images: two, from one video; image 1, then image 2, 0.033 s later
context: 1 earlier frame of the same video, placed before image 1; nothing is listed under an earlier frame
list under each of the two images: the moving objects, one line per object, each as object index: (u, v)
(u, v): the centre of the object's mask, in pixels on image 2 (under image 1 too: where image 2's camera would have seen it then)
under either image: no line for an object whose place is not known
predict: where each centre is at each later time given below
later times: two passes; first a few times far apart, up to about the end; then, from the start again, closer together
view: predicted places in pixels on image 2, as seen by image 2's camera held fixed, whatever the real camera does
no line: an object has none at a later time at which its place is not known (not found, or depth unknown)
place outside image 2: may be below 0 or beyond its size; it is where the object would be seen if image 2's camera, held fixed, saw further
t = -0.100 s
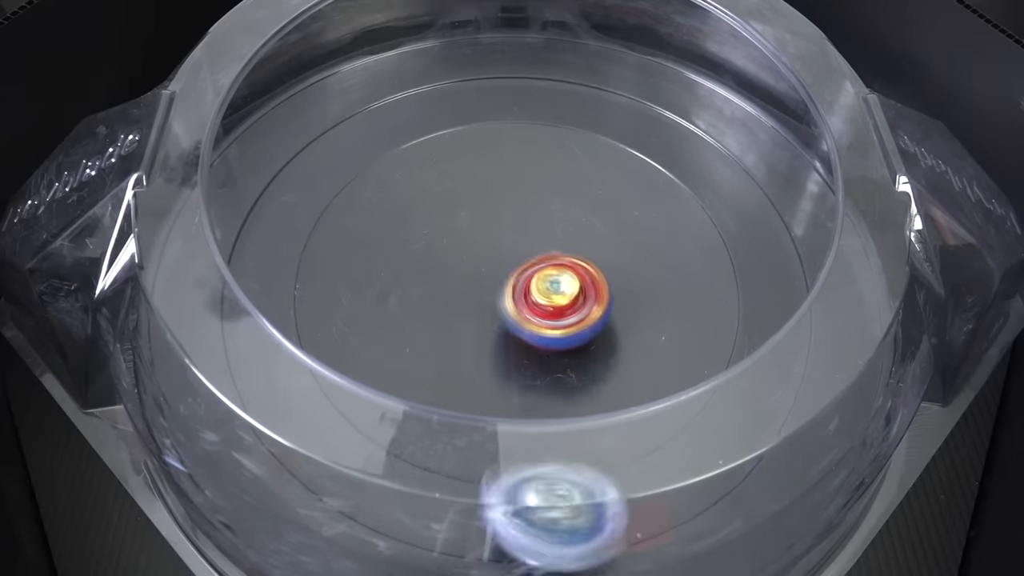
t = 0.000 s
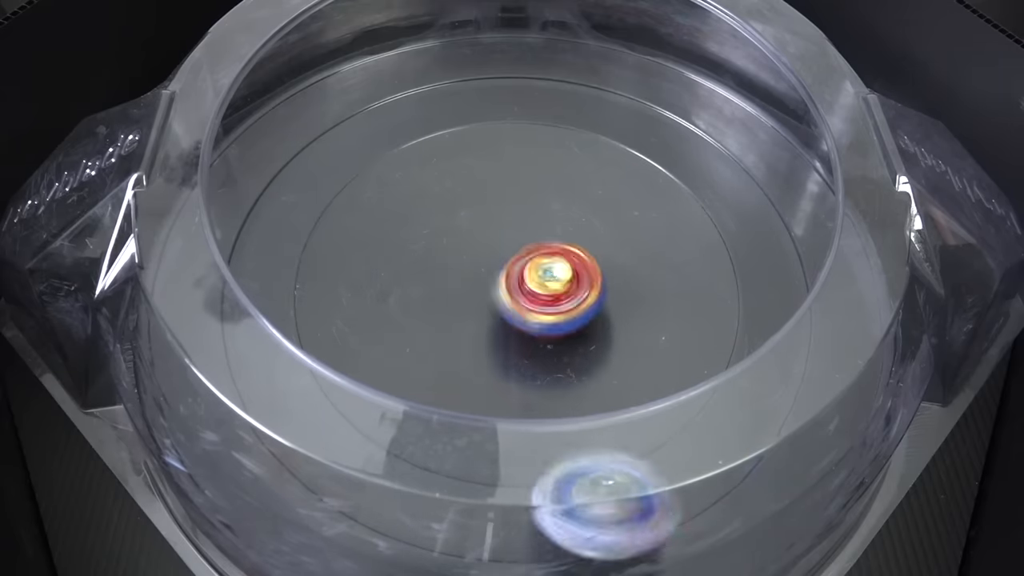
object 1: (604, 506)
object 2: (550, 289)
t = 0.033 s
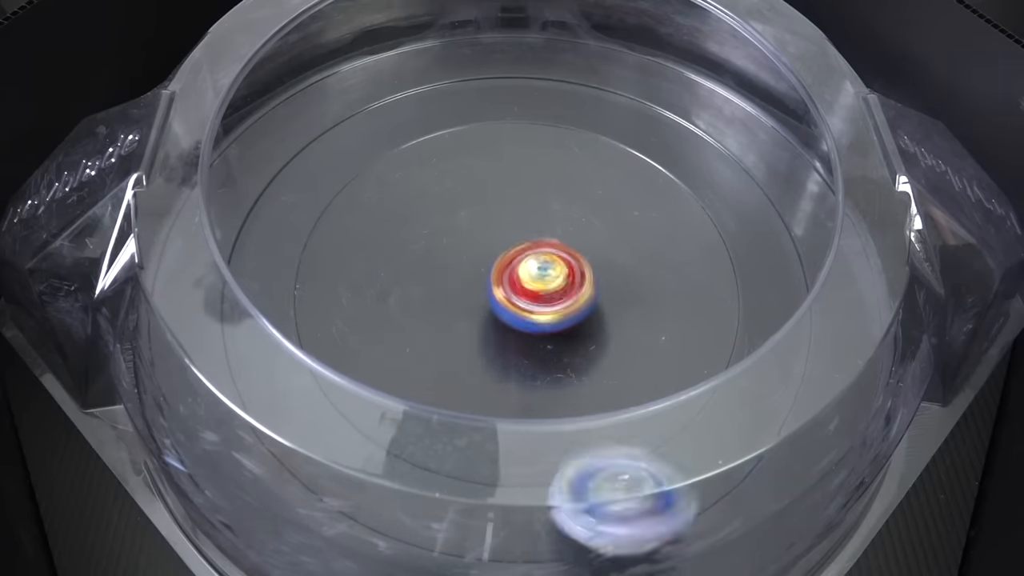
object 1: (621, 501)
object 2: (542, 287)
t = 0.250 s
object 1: (731, 439)
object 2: (499, 307)
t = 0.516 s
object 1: (793, 310)
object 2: (536, 295)
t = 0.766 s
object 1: (771, 201)
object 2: (477, 280)
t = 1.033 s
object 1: (680, 115)
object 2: (533, 298)
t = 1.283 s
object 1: (554, 72)
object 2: (523, 251)
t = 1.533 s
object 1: (407, 85)
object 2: (499, 300)
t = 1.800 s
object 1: (279, 182)
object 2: (567, 302)
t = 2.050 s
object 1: (246, 333)
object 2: (517, 268)
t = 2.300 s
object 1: (358, 480)
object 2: (475, 311)
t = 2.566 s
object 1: (494, 512)
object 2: (545, 309)
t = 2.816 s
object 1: (590, 477)
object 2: (526, 254)
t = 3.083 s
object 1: (611, 371)
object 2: (481, 286)
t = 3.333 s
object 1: (596, 255)
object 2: (492, 303)
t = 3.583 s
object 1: (569, 221)
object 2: (474, 309)
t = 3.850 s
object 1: (510, 253)
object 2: (475, 333)
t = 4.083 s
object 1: (494, 255)
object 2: (505, 342)
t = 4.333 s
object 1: (469, 262)
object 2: (549, 329)
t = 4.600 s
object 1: (494, 252)
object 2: (567, 304)
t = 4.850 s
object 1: (490, 252)
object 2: (559, 309)
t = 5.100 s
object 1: (496, 250)
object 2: (544, 326)
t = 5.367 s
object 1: (497, 244)
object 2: (539, 318)
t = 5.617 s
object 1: (497, 244)
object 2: (538, 318)
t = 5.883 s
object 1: (497, 245)
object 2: (539, 318)
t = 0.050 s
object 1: (632, 498)
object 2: (540, 286)
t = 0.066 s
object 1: (636, 496)
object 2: (536, 287)
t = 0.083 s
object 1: (652, 492)
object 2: (529, 285)
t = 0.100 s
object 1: (656, 488)
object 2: (526, 286)
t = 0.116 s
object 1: (670, 484)
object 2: (522, 288)
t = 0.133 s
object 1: (676, 480)
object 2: (516, 288)
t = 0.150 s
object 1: (686, 474)
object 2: (513, 290)
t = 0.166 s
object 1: (691, 469)
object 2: (510, 293)
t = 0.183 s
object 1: (698, 463)
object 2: (504, 295)
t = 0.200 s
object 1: (706, 457)
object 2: (503, 297)
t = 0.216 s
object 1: (714, 451)
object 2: (501, 302)
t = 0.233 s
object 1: (723, 445)
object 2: (499, 305)
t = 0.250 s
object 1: (731, 439)
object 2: (499, 307)
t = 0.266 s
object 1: (742, 432)
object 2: (500, 312)
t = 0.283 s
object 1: (746, 426)
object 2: (500, 315)
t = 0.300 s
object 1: (753, 418)
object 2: (503, 316)
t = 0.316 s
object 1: (754, 409)
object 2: (507, 320)
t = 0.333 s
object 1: (768, 404)
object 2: (508, 322)
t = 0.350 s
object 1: (764, 392)
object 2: (514, 321)
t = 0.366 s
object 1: (779, 389)
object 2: (519, 323)
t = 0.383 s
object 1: (776, 376)
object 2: (521, 322)
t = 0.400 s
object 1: (793, 374)
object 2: (525, 319)
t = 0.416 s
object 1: (784, 361)
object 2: (530, 318)
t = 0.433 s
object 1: (786, 355)
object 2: (532, 316)
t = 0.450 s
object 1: (786, 344)
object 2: (534, 311)
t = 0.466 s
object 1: (790, 337)
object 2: (536, 308)
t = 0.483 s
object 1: (792, 329)
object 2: (537, 305)
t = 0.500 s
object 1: (790, 320)
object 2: (535, 299)
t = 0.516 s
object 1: (793, 310)
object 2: (536, 295)
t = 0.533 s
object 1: (792, 306)
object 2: (534, 292)
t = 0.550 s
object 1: (793, 294)
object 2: (530, 287)
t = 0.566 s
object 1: (789, 291)
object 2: (529, 284)
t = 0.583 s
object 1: (792, 280)
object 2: (525, 282)
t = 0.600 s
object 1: (787, 275)
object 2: (519, 278)
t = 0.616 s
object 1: (791, 265)
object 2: (517, 276)
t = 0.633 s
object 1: (785, 258)
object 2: (513, 275)
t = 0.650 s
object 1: (787, 252)
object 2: (506, 274)
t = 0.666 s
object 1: (779, 244)
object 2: (503, 271)
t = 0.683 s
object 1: (782, 238)
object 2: (498, 273)
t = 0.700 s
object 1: (778, 229)
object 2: (492, 273)
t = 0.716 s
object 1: (778, 226)
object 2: (489, 273)
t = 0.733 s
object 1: (776, 215)
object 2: (485, 276)
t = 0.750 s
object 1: (771, 211)
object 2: (480, 278)
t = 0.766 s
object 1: (771, 201)
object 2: (477, 280)
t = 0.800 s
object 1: (762, 191)
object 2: (475, 289)
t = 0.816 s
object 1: (755, 184)
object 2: (475, 291)
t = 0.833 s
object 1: (753, 179)
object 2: (478, 295)
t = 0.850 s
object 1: (747, 171)
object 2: (480, 300)
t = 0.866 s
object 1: (741, 169)
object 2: (482, 303)
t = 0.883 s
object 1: (737, 160)
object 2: (488, 305)
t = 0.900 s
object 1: (729, 155)
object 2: (493, 308)
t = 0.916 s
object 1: (727, 148)
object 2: (496, 309)
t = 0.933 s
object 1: (718, 143)
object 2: (504, 308)
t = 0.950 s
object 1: (713, 139)
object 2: (509, 309)
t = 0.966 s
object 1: (707, 132)
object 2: (514, 309)
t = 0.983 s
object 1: (699, 129)
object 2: (521, 306)
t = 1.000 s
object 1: (694, 122)
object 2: (525, 305)
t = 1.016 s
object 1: (684, 119)
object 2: (530, 303)
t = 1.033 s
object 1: (680, 115)
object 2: (533, 298)
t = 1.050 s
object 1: (671, 109)
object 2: (538, 296)
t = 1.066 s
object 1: (664, 108)
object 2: (541, 293)
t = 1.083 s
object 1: (657, 101)
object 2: (541, 288)
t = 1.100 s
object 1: (647, 98)
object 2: (545, 284)
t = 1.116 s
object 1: (642, 96)
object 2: (546, 282)
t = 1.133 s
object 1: (633, 90)
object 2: (544, 277)
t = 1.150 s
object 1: (624, 89)
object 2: (546, 272)
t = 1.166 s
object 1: (616, 84)
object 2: (546, 270)
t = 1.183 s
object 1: (606, 82)
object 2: (543, 266)
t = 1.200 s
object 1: (600, 81)
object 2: (541, 261)
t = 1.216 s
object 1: (589, 78)
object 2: (540, 258)
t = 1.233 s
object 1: (581, 77)
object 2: (536, 256)
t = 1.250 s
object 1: (573, 74)
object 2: (531, 252)
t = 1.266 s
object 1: (561, 73)
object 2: (529, 251)
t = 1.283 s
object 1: (554, 72)
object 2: (523, 251)
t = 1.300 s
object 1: (545, 70)
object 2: (517, 250)
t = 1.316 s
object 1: (534, 71)
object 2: (513, 250)
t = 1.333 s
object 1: (526, 70)
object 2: (509, 253)
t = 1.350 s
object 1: (515, 69)
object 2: (503, 255)
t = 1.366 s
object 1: (506, 70)
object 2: (500, 256)
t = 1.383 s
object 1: (497, 69)
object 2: (496, 262)
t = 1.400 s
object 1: (485, 71)
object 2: (493, 266)
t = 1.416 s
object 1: (477, 72)
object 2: (491, 269)
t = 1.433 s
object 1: (467, 71)
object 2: (491, 275)
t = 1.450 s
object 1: (456, 75)
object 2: (490, 280)
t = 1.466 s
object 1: (448, 75)
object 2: (489, 283)
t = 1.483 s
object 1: (437, 77)
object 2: (492, 289)
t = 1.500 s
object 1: (428, 82)
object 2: (493, 294)
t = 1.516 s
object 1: (419, 82)
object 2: (494, 297)
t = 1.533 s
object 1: (407, 85)
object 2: (499, 300)
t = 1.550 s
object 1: (400, 90)
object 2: (502, 305)
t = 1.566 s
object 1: (390, 91)
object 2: (504, 308)
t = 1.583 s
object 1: (380, 97)
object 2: (511, 310)
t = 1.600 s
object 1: (374, 103)
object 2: (515, 314)
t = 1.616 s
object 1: (363, 104)
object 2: (520, 317)
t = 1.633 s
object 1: (352, 111)
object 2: (523, 317)
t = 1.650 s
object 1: (347, 118)
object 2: (531, 318)
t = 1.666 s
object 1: (337, 121)
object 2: (536, 320)
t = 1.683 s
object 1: (326, 129)
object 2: (539, 319)
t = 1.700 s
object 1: (321, 136)
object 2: (547, 317)
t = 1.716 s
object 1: (311, 140)
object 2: (551, 317)
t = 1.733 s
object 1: (301, 149)
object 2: (554, 315)
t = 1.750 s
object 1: (298, 157)
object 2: (559, 311)
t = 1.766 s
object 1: (289, 163)
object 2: (563, 310)
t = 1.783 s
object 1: (281, 173)
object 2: (566, 307)
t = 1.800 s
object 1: (279, 182)
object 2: (567, 302)
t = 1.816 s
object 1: (270, 188)
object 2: (570, 298)
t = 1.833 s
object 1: (263, 199)
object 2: (570, 295)
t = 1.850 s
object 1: (263, 209)
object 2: (568, 290)
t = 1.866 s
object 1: (256, 216)
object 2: (569, 285)
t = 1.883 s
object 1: (250, 228)
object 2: (566, 283)
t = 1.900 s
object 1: (251, 239)
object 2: (562, 279)
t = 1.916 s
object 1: (245, 246)
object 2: (559, 275)
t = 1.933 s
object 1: (241, 257)
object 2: (555, 272)
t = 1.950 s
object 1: (244, 269)
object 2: (550, 271)
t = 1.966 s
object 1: (242, 275)
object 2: (544, 268)
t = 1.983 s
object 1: (239, 287)
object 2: (540, 267)
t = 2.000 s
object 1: (245, 301)
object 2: (535, 267)
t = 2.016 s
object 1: (245, 307)
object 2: (527, 266)
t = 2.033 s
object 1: (242, 318)
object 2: (523, 266)
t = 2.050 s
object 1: (246, 333)
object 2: (517, 268)
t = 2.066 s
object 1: (250, 341)
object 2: (511, 268)
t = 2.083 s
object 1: (250, 350)
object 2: (505, 269)
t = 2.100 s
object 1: (257, 365)
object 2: (502, 271)
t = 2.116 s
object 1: (265, 374)
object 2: (497, 274)
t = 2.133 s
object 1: (266, 382)
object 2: (491, 275)
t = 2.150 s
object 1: (272, 396)
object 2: (489, 278)
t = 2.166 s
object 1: (283, 409)
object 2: (486, 282)
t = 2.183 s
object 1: (283, 415)
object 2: (481, 285)
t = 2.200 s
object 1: (293, 426)
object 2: (480, 287)
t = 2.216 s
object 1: (307, 437)
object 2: (479, 292)
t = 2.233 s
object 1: (319, 446)
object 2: (476, 296)
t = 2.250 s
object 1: (325, 450)
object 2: (475, 299)
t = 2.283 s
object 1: (345, 475)
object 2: (476, 308)
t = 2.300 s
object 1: (358, 480)
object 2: (475, 311)
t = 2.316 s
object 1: (368, 482)
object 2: (479, 314)
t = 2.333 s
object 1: (375, 489)
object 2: (481, 318)
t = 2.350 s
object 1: (387, 500)
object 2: (483, 322)
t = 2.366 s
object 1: (403, 502)
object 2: (488, 324)
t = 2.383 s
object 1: (415, 503)
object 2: (494, 326)
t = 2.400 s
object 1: (420, 502)
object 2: (498, 328)
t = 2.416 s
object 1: (425, 504)
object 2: (502, 328)
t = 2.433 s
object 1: (435, 508)
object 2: (510, 328)
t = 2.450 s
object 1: (445, 510)
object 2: (516, 328)
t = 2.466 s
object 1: (455, 509)
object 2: (519, 327)
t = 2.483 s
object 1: (459, 509)
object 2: (525, 324)
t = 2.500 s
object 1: (460, 510)
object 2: (531, 323)
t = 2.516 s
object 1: (467, 512)
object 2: (534, 320)
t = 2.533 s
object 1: (476, 514)
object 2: (537, 316)
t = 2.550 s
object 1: (486, 514)
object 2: (542, 312)
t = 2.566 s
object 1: (494, 512)
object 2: (545, 309)
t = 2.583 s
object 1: (497, 511)
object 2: (545, 305)
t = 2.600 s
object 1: (500, 511)
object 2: (548, 300)
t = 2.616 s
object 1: (506, 511)
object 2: (549, 296)
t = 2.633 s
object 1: (516, 511)
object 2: (549, 293)
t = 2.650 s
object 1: (527, 510)
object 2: (548, 287)
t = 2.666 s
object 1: (537, 505)
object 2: (550, 283)
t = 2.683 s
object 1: (541, 504)
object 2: (549, 280)
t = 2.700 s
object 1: (545, 504)
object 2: (547, 276)
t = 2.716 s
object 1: (552, 502)
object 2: (545, 270)
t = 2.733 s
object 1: (560, 500)
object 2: (544, 268)
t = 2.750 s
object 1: (571, 494)
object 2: (540, 265)
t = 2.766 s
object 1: (578, 488)
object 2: (536, 260)
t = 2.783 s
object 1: (582, 484)
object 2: (535, 258)
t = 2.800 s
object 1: (585, 480)
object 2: (531, 256)
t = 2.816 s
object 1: (590, 477)
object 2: (526, 254)
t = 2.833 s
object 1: (594, 473)
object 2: (521, 250)
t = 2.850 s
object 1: (601, 469)
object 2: (519, 250)
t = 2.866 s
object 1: (607, 462)
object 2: (513, 250)
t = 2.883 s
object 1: (613, 450)
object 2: (507, 249)
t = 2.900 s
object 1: (614, 458)
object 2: (504, 248)
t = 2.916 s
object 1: (615, 444)
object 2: (499, 250)
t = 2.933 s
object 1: (617, 442)
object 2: (494, 252)
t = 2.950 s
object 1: (621, 439)
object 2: (489, 253)
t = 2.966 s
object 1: (624, 430)
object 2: (488, 257)
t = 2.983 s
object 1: (622, 421)
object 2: (484, 261)
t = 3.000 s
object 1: (619, 411)
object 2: (479, 263)
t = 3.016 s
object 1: (614, 407)
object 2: (479, 268)
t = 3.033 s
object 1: (611, 401)
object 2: (478, 273)
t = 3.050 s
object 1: (610, 394)
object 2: (477, 277)
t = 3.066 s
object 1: (612, 376)
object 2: (478, 281)
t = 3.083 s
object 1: (611, 371)
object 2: (481, 286)
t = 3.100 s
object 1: (609, 362)
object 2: (482, 291)
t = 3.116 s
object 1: (604, 354)
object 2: (482, 294)
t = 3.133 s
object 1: (601, 348)
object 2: (487, 298)
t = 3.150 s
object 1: (598, 340)
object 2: (491, 303)
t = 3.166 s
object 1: (597, 331)
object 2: (493, 306)
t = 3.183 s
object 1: (598, 321)
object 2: (493, 305)
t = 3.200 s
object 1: (601, 310)
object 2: (493, 304)
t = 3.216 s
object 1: (604, 301)
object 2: (492, 304)
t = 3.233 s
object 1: (604, 292)
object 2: (490, 303)
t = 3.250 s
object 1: (602, 286)
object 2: (490, 302)
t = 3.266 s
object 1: (601, 282)
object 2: (491, 303)
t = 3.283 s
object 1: (599, 275)
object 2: (491, 304)
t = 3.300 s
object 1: (598, 268)
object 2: (489, 303)
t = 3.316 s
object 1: (597, 262)
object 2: (491, 302)
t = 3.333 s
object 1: (596, 255)
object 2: (492, 303)
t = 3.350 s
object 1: (592, 250)
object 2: (493, 304)
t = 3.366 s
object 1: (587, 247)
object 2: (492, 303)
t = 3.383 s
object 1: (584, 245)
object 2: (495, 302)
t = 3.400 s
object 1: (581, 244)
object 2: (496, 301)
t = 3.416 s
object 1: (579, 243)
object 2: (497, 302)
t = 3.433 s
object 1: (579, 239)
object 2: (497, 300)
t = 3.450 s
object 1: (577, 237)
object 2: (500, 299)
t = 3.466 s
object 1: (575, 236)
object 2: (500, 299)
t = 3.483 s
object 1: (573, 234)
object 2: (499, 300)
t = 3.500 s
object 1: (571, 233)
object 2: (497, 298)
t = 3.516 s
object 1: (569, 231)
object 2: (499, 296)
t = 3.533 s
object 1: (568, 230)
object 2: (493, 301)
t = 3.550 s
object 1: (568, 227)
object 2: (486, 304)
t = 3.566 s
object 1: (569, 224)
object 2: (479, 306)
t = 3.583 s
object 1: (569, 221)
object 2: (474, 309)
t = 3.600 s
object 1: (568, 218)
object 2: (471, 312)
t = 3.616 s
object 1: (566, 217)
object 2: (468, 315)
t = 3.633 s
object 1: (565, 219)
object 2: (467, 316)
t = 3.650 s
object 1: (563, 222)
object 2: (465, 317)
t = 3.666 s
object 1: (560, 226)
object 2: (466, 318)
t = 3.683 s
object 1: (557, 229)
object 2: (465, 321)
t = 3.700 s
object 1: (553, 233)
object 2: (464, 323)
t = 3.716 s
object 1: (549, 237)
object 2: (462, 325)
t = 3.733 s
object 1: (544, 240)
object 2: (462, 325)
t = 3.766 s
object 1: (534, 246)
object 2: (465, 330)
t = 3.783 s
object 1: (529, 250)
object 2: (465, 332)
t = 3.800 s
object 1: (524, 252)
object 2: (466, 332)
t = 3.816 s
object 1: (519, 252)
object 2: (470, 332)
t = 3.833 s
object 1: (514, 252)
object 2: (474, 333)
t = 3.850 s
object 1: (510, 253)
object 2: (475, 333)
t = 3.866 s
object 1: (507, 254)
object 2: (476, 335)
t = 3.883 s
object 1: (507, 251)
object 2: (473, 339)
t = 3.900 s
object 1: (506, 250)
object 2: (472, 342)
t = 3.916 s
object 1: (505, 248)
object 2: (472, 345)
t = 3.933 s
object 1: (504, 248)
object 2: (472, 347)
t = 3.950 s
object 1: (503, 247)
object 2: (473, 349)
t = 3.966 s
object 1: (503, 248)
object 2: (475, 349)
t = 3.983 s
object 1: (502, 249)
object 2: (478, 348)
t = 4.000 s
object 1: (501, 250)
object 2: (484, 348)
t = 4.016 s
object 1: (499, 253)
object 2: (488, 349)
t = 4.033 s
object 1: (498, 254)
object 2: (493, 348)
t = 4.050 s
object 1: (497, 256)
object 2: (496, 346)
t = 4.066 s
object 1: (496, 256)
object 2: (500, 345)
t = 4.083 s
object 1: (494, 255)
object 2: (505, 342)
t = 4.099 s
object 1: (493, 256)
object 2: (510, 340)
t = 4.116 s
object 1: (492, 257)
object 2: (512, 339)
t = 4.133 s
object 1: (490, 257)
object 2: (517, 338)
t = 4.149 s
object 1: (487, 257)
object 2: (521, 340)
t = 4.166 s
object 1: (483, 257)
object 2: (524, 340)
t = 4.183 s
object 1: (479, 257)
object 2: (528, 338)
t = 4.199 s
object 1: (477, 258)
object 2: (532, 338)
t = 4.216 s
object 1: (475, 259)
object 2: (534, 338)
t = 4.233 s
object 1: (473, 259)
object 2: (536, 336)
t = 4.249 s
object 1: (471, 260)
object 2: (537, 335)
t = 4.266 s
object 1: (470, 261)
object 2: (540, 333)
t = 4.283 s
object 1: (469, 261)
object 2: (542, 331)
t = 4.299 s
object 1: (469, 262)
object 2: (546, 330)
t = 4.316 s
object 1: (469, 262)
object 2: (548, 330)
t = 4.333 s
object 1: (469, 262)
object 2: (549, 329)
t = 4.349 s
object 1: (470, 262)
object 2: (550, 327)
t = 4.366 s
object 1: (470, 262)
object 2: (552, 326)
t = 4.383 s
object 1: (471, 262)
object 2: (553, 324)
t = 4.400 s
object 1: (472, 262)
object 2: (556, 322)
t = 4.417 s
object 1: (474, 262)
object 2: (558, 321)
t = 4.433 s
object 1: (476, 261)
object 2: (558, 320)
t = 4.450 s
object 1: (477, 261)
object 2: (560, 319)
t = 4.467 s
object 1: (479, 260)
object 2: (561, 318)
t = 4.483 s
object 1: (481, 259)
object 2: (562, 316)
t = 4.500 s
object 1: (483, 258)
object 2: (564, 313)
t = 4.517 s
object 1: (486, 258)
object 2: (566, 312)
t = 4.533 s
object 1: (489, 258)
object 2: (568, 311)
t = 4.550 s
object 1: (491, 257)
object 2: (569, 309)
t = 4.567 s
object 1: (493, 256)
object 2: (569, 308)
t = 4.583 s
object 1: (494, 254)
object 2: (568, 306)
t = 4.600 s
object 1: (494, 252)
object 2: (567, 304)
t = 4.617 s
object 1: (494, 251)
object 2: (567, 302)
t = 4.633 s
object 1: (494, 249)
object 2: (568, 302)
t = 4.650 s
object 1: (493, 247)
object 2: (568, 304)
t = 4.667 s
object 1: (493, 246)
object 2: (568, 304)
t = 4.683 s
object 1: (493, 245)
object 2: (568, 305)
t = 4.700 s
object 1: (494, 246)
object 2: (569, 306)
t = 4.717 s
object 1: (493, 246)
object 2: (568, 307)
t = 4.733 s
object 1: (493, 247)
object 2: (568, 306)
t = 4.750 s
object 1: (493, 248)
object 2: (568, 306)
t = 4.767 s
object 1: (493, 250)
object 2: (568, 306)
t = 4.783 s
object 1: (492, 251)
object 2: (566, 306)
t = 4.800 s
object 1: (492, 253)
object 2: (565, 306)
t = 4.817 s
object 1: (491, 253)
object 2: (564, 307)
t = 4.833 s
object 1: (490, 253)
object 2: (561, 308)
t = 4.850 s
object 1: (490, 252)
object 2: (559, 309)
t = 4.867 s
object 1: (489, 251)
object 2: (559, 312)
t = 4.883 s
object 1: (488, 252)
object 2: (559, 314)
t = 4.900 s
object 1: (488, 253)
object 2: (558, 316)
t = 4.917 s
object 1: (488, 253)
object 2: (556, 318)
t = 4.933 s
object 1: (488, 254)
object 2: (553, 319)
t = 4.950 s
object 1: (488, 254)
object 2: (552, 319)
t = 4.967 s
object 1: (488, 253)
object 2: (552, 323)
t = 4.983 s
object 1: (488, 251)
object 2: (552, 324)
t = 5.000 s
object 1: (488, 250)
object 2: (552, 326)
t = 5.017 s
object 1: (489, 250)
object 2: (550, 327)
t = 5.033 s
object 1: (491, 250)
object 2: (550, 327)
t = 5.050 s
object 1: (493, 250)
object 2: (548, 328)
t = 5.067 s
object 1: (495, 250)
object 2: (545, 328)
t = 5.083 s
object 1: (495, 249)
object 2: (545, 327)
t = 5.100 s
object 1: (496, 250)
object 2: (544, 326)
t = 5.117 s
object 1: (495, 250)
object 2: (544, 327)
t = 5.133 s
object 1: (493, 250)
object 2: (544, 327)
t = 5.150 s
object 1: (492, 251)
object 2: (544, 327)
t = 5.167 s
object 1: (491, 252)
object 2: (544, 327)
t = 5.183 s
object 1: (490, 252)
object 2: (543, 325)
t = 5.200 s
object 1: (489, 251)
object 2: (541, 323)
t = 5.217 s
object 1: (489, 251)
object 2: (542, 322)
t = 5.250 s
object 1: (490, 249)
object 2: (545, 322)
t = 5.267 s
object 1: (492, 248)
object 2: (545, 322)
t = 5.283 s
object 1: (493, 248)
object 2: (545, 322)
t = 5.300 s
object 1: (495, 247)
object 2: (545, 322)
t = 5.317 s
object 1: (496, 245)
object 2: (544, 321)
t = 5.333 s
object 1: (497, 245)
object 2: (542, 320)
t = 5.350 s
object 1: (498, 244)
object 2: (541, 319)
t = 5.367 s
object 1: (497, 244)
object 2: (539, 318)
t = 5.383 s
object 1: (497, 245)
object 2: (538, 317)
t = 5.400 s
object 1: (496, 245)
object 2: (537, 317)
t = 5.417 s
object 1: (496, 245)
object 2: (537, 317)
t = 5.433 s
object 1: (496, 245)
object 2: (537, 317)
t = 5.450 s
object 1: (496, 245)
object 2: (537, 317)
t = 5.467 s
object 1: (496, 245)
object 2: (538, 318)
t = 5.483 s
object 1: (497, 245)
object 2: (538, 318)
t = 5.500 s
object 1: (497, 244)
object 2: (539, 318)
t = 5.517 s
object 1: (497, 244)
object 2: (540, 319)
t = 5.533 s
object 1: (497, 244)
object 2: (540, 319)
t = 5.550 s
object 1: (497, 244)
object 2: (540, 319)
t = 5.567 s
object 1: (497, 245)
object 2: (540, 319)
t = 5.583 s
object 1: (497, 245)
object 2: (540, 318)
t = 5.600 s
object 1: (497, 245)
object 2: (539, 318)
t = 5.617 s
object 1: (497, 244)
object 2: (538, 318)
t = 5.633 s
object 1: (497, 245)
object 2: (538, 318)
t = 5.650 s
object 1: (497, 245)
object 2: (538, 318)
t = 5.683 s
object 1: (497, 245)
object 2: (538, 318)
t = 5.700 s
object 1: (497, 245)
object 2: (538, 318)
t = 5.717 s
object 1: (497, 245)
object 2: (539, 318)
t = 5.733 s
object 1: (497, 244)
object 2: (540, 318)
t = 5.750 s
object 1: (497, 244)
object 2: (540, 318)
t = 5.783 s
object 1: (497, 244)
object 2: (540, 318)
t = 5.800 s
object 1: (497, 245)
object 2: (539, 318)
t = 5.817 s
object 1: (497, 245)
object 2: (539, 318)
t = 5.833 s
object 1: (497, 244)
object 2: (538, 318)
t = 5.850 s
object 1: (497, 245)
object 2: (538, 318)
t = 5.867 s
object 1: (497, 245)
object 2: (538, 318)
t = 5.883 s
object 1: (497, 245)
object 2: (539, 318)
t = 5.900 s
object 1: (497, 244)
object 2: (539, 318)
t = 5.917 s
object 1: (497, 245)
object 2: (540, 318)
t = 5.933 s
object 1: (497, 244)
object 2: (540, 318)
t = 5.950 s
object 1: (497, 244)
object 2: (540, 318)
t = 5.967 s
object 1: (497, 244)
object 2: (539, 318)
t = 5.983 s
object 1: (497, 245)
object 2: (539, 318)
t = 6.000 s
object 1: (497, 245)
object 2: (539, 318)
